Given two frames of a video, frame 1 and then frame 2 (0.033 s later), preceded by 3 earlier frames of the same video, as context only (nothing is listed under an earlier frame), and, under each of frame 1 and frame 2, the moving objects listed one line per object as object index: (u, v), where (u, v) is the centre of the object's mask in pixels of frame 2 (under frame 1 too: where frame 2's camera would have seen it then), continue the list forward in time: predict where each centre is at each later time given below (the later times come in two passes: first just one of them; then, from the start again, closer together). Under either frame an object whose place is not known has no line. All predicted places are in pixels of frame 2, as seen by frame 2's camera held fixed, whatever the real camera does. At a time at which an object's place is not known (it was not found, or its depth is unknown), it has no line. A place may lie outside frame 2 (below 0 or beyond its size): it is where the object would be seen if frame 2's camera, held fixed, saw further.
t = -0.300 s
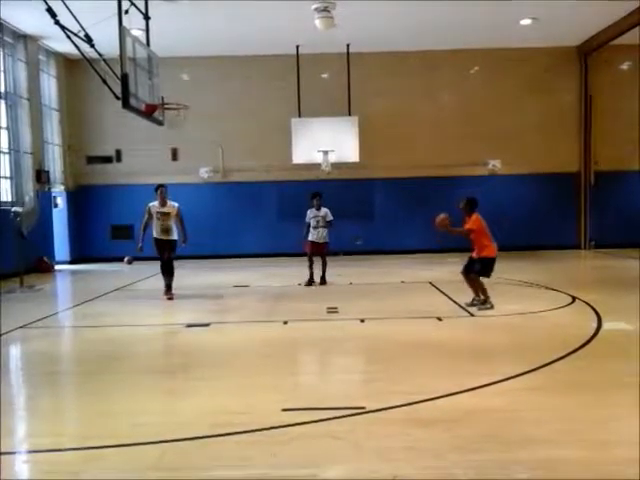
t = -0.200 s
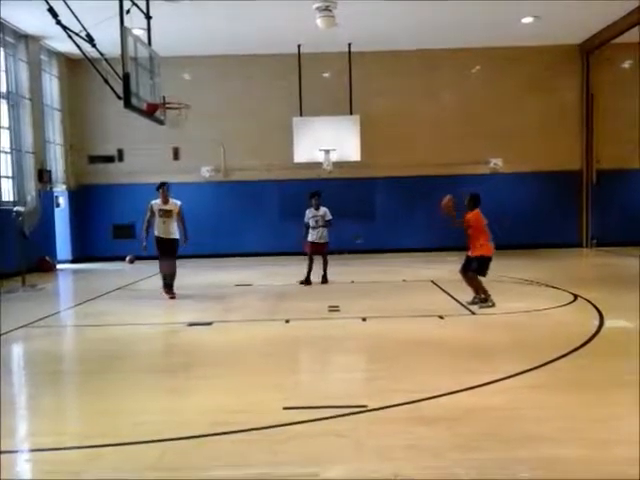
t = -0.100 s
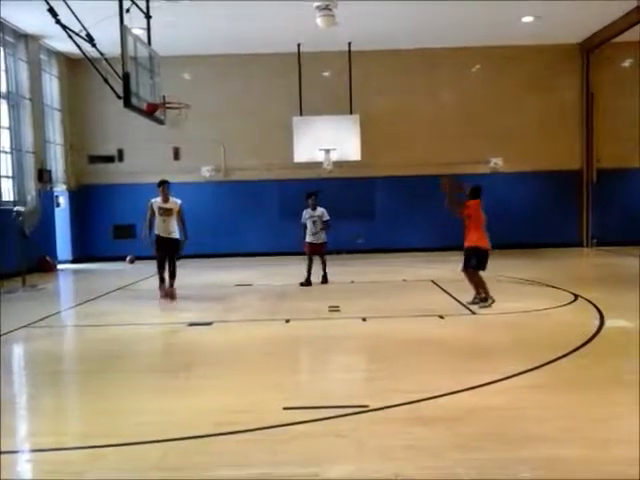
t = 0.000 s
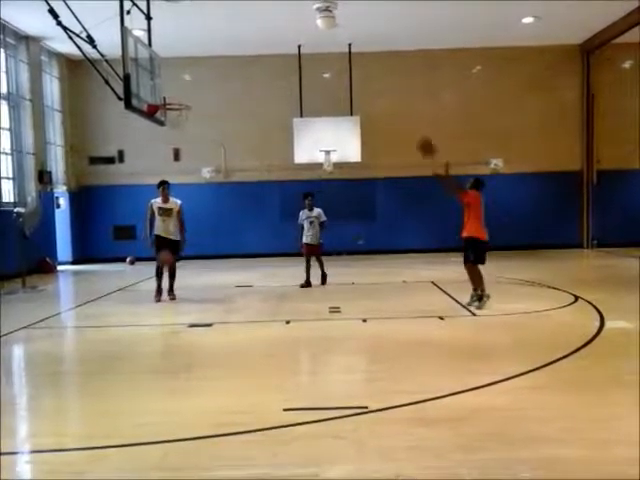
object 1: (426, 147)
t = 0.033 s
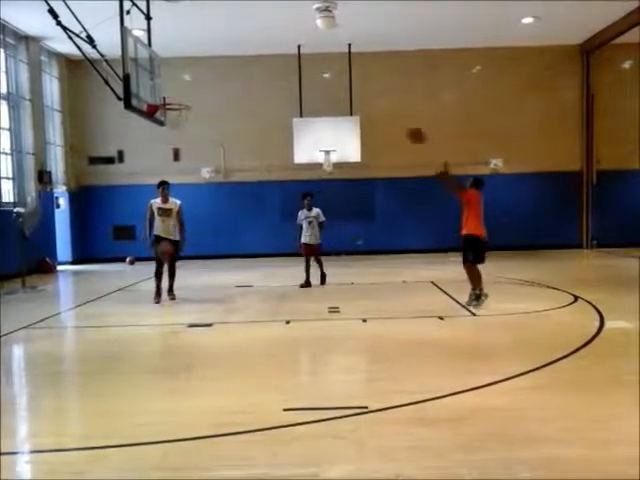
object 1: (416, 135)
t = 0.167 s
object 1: (376, 92)
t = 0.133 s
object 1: (386, 101)
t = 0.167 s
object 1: (376, 92)
